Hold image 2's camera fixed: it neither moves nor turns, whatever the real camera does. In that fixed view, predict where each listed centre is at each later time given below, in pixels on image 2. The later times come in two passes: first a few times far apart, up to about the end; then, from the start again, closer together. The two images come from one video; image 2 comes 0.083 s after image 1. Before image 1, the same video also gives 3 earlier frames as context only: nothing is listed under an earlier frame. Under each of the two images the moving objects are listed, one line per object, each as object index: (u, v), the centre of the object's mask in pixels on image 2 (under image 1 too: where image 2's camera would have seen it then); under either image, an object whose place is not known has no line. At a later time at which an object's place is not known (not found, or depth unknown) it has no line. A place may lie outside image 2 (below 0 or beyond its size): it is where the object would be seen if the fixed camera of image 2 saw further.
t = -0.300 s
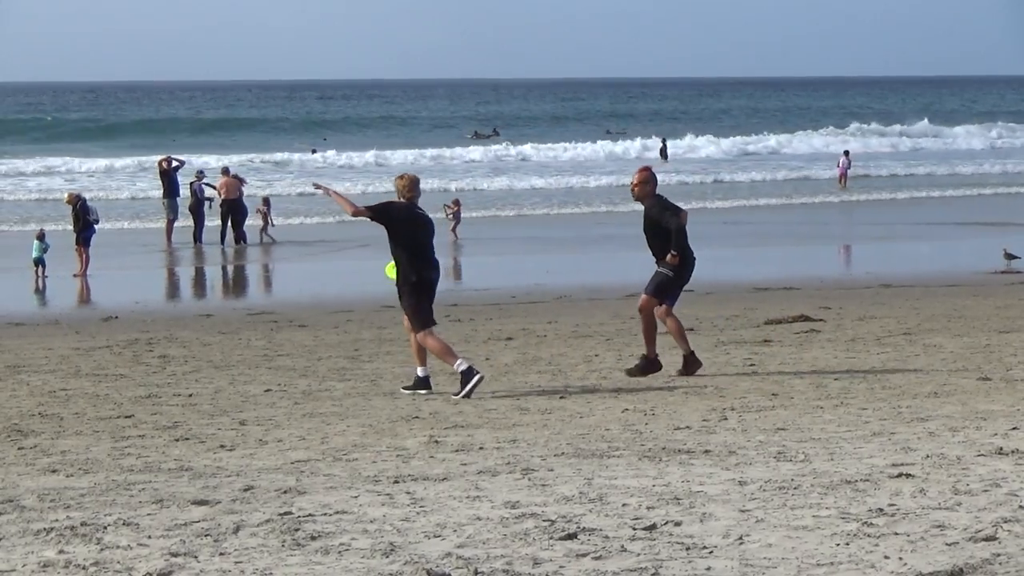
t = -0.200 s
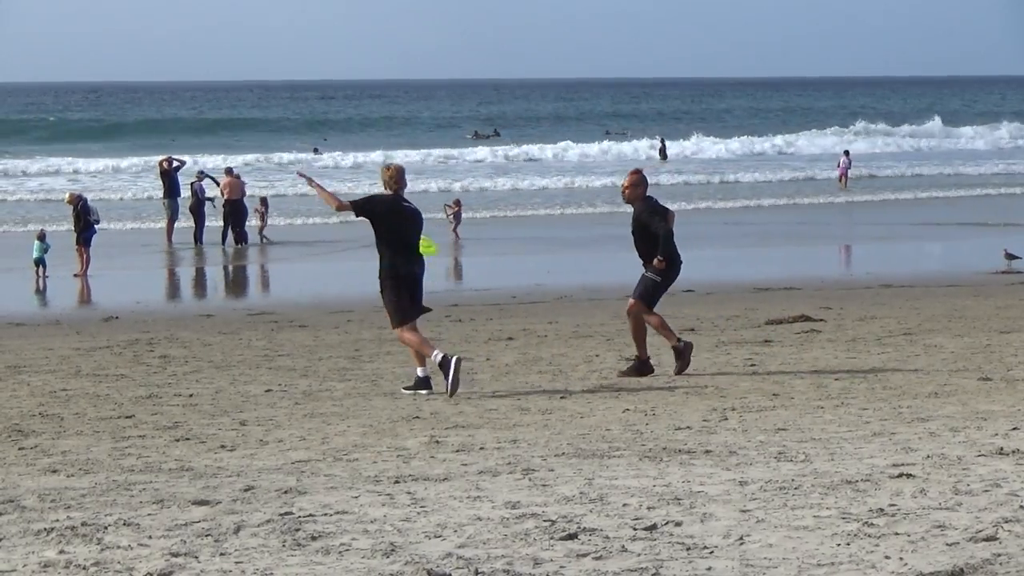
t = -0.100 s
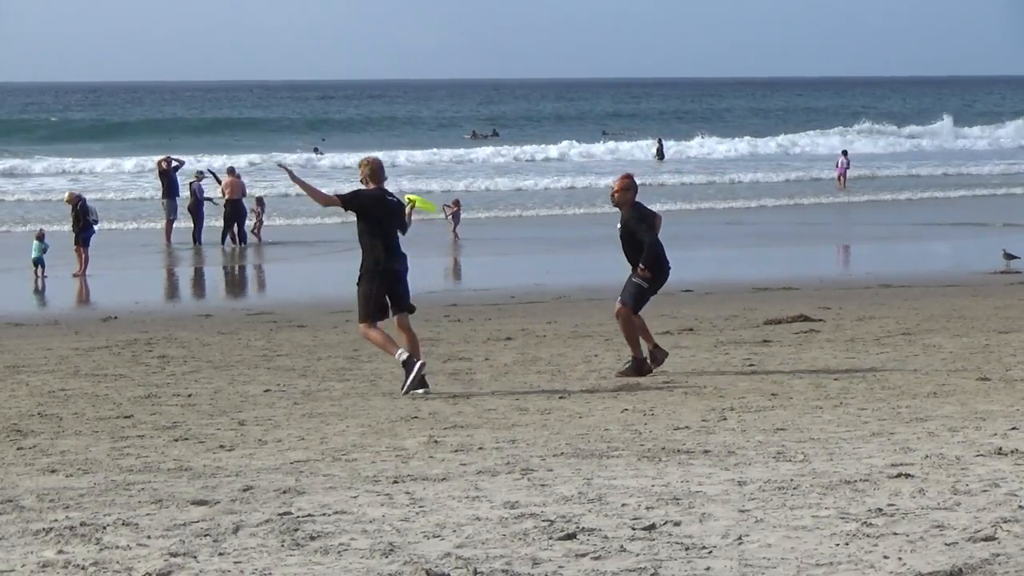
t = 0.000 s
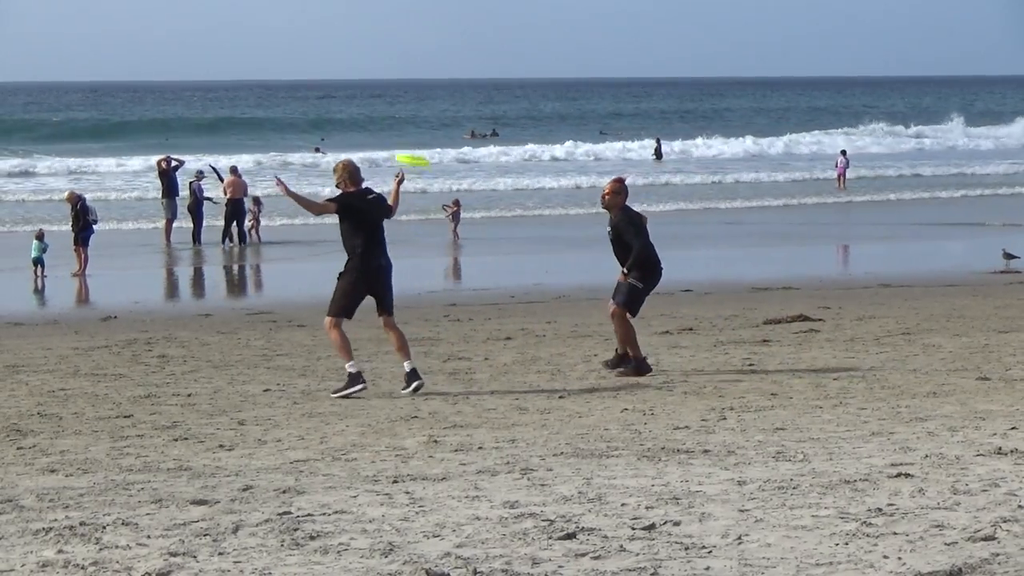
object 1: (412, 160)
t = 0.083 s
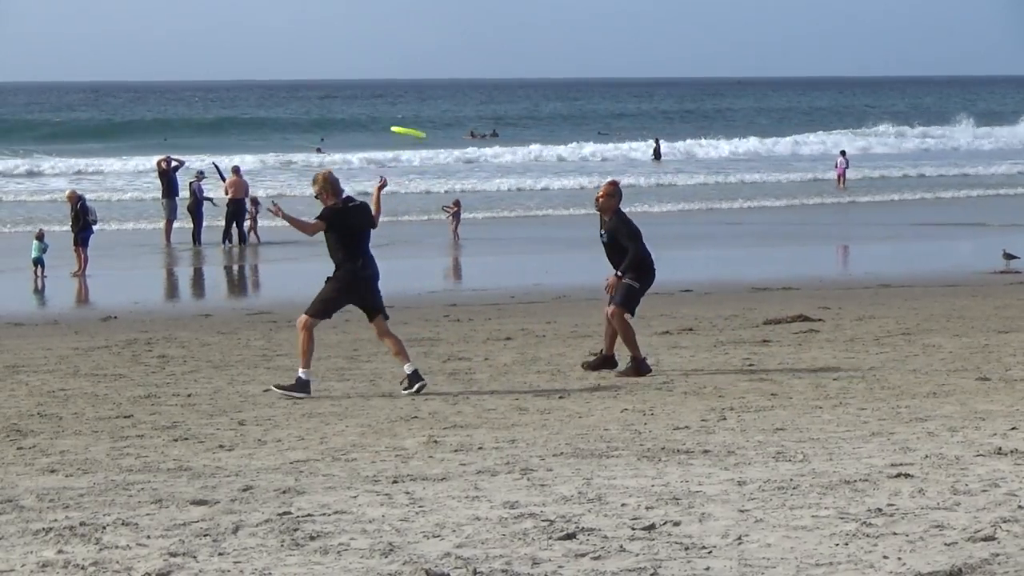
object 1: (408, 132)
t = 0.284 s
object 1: (402, 95)
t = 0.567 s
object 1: (414, 85)
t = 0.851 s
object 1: (447, 108)
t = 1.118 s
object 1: (499, 154)
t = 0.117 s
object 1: (406, 123)
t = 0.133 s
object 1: (406, 119)
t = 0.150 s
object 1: (405, 115)
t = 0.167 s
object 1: (405, 112)
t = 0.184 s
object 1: (404, 108)
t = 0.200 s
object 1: (404, 106)
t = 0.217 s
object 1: (403, 103)
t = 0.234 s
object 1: (403, 101)
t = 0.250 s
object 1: (403, 99)
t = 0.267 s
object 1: (403, 97)
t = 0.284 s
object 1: (402, 95)
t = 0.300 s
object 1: (403, 94)
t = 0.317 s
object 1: (403, 92)
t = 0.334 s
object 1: (403, 91)
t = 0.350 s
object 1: (403, 90)
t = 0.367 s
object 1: (403, 89)
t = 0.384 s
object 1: (404, 88)
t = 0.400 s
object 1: (404, 87)
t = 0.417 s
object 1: (405, 86)
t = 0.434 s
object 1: (406, 86)
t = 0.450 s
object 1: (407, 85)
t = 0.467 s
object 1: (408, 85)
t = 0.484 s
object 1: (408, 85)
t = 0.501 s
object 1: (409, 84)
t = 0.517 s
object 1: (410, 84)
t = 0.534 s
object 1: (411, 84)
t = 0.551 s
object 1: (413, 85)
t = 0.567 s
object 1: (414, 85)
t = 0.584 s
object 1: (415, 85)
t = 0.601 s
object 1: (416, 86)
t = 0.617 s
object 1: (418, 86)
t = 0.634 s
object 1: (420, 87)
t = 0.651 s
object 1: (422, 88)
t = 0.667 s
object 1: (424, 89)
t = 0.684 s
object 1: (425, 90)
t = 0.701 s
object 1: (427, 92)
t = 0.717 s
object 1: (429, 93)
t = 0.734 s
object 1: (431, 94)
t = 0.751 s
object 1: (434, 96)
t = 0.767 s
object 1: (436, 98)
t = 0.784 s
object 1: (438, 99)
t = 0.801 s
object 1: (440, 102)
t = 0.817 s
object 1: (442, 104)
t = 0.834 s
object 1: (445, 106)
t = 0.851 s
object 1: (447, 108)
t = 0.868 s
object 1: (450, 110)
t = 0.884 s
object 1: (453, 113)
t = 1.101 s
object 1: (495, 150)
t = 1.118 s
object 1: (499, 154)
